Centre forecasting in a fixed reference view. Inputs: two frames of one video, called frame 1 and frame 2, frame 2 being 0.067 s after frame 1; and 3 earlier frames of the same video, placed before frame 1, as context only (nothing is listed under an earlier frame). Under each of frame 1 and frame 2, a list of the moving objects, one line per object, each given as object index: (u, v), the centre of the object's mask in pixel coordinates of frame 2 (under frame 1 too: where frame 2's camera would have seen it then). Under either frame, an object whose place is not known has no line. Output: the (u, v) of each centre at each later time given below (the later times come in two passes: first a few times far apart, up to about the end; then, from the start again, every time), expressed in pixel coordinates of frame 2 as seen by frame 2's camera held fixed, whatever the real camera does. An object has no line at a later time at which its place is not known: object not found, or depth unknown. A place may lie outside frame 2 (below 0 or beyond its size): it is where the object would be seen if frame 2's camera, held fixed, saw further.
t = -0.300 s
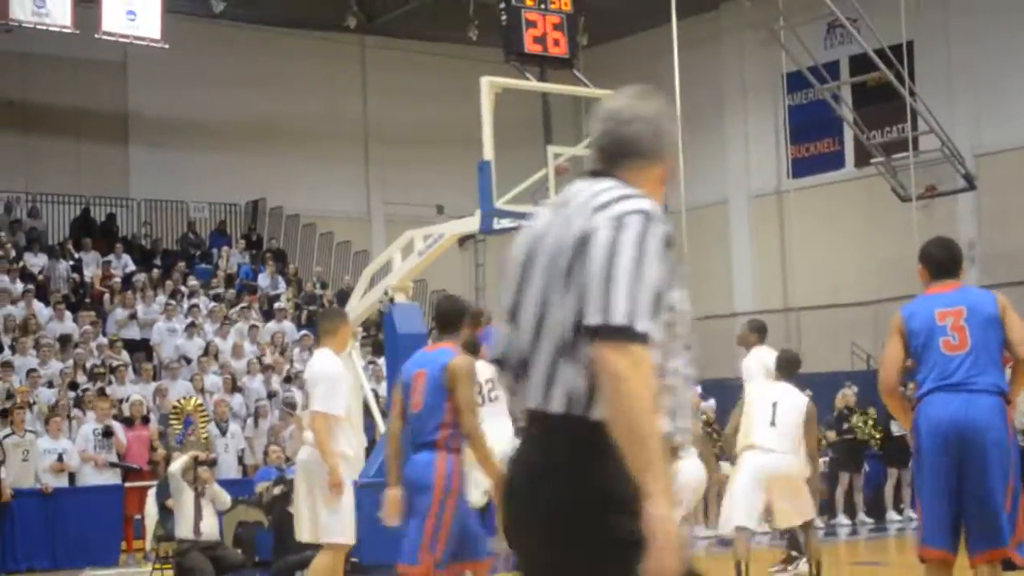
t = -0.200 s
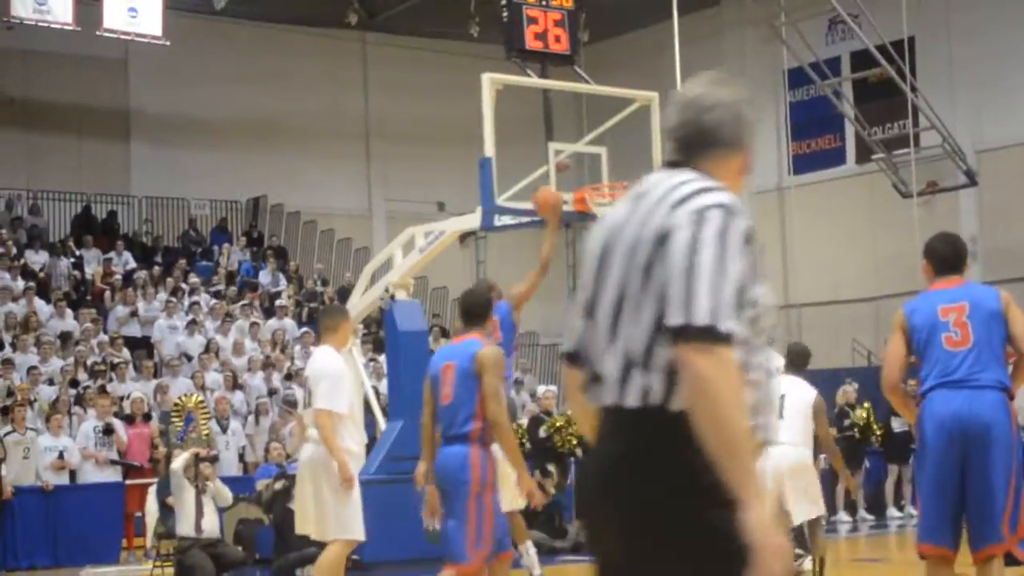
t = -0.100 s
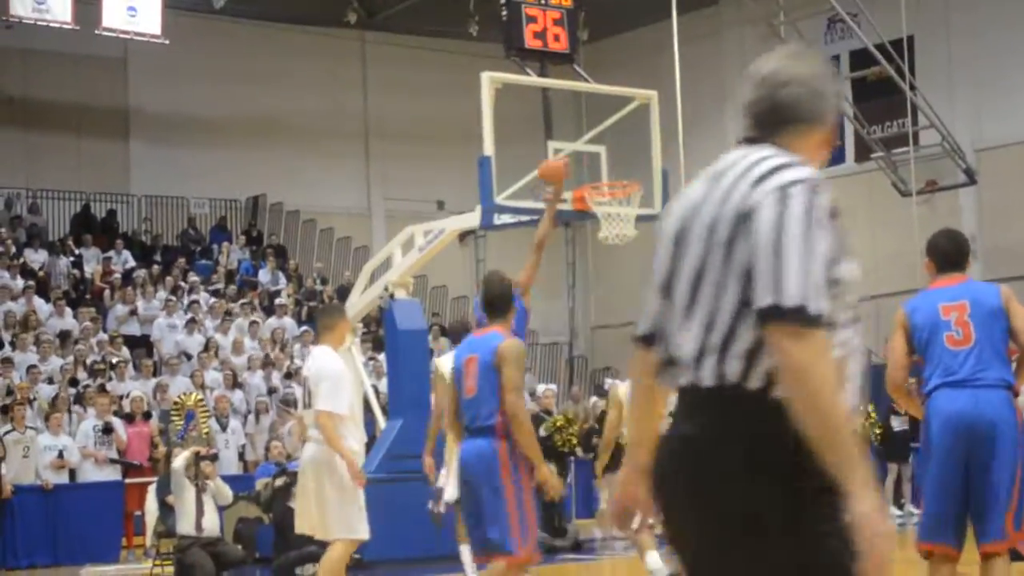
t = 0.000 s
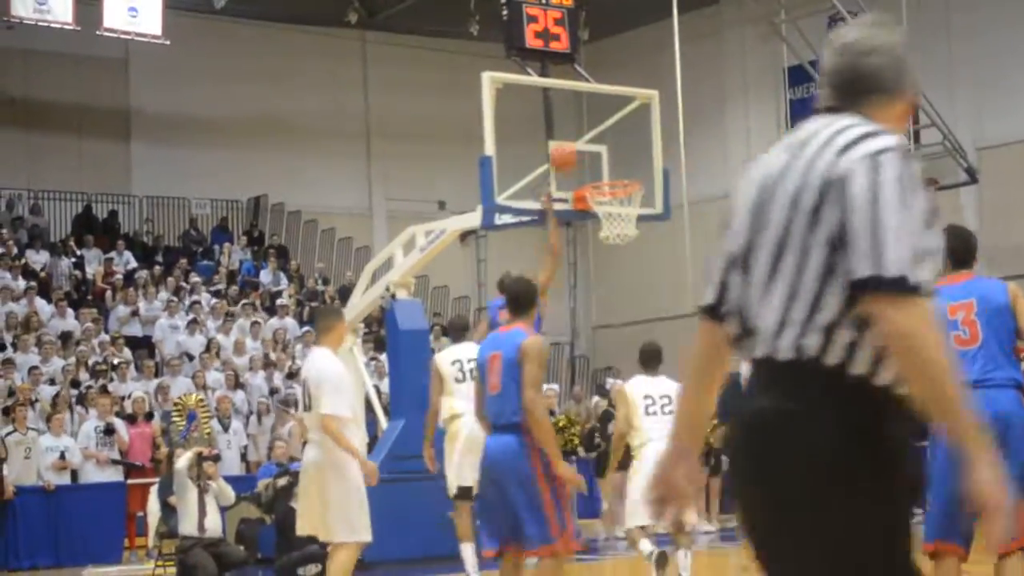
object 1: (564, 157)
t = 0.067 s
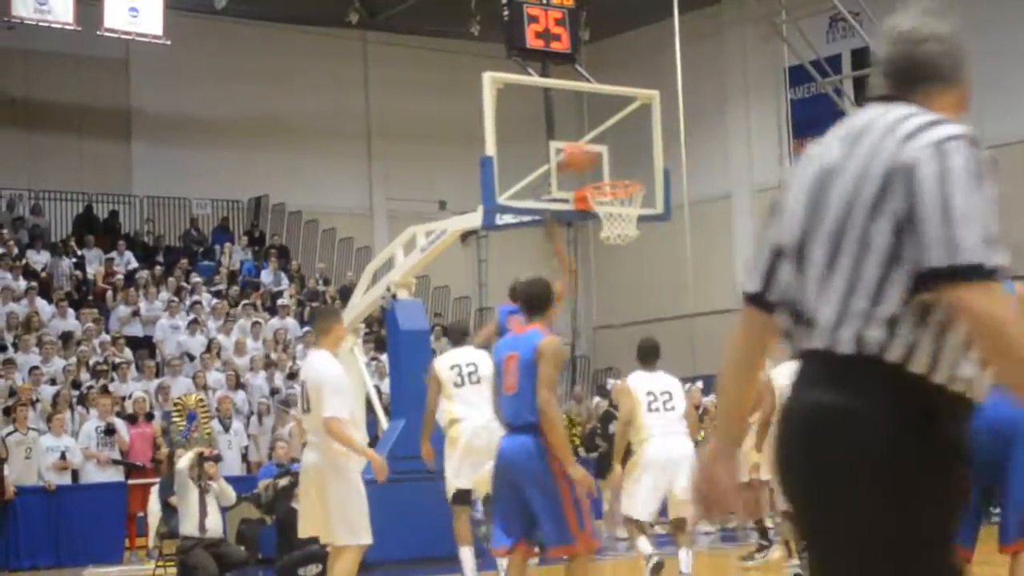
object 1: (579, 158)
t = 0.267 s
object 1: (615, 188)
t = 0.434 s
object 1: (639, 236)
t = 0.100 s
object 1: (584, 159)
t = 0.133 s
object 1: (588, 163)
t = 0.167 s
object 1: (595, 166)
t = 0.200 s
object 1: (602, 171)
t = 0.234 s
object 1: (609, 174)
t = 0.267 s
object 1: (615, 188)
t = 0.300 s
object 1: (625, 197)
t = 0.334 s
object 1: (629, 207)
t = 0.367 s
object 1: (636, 225)
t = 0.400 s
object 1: (639, 230)
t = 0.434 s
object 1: (639, 236)
